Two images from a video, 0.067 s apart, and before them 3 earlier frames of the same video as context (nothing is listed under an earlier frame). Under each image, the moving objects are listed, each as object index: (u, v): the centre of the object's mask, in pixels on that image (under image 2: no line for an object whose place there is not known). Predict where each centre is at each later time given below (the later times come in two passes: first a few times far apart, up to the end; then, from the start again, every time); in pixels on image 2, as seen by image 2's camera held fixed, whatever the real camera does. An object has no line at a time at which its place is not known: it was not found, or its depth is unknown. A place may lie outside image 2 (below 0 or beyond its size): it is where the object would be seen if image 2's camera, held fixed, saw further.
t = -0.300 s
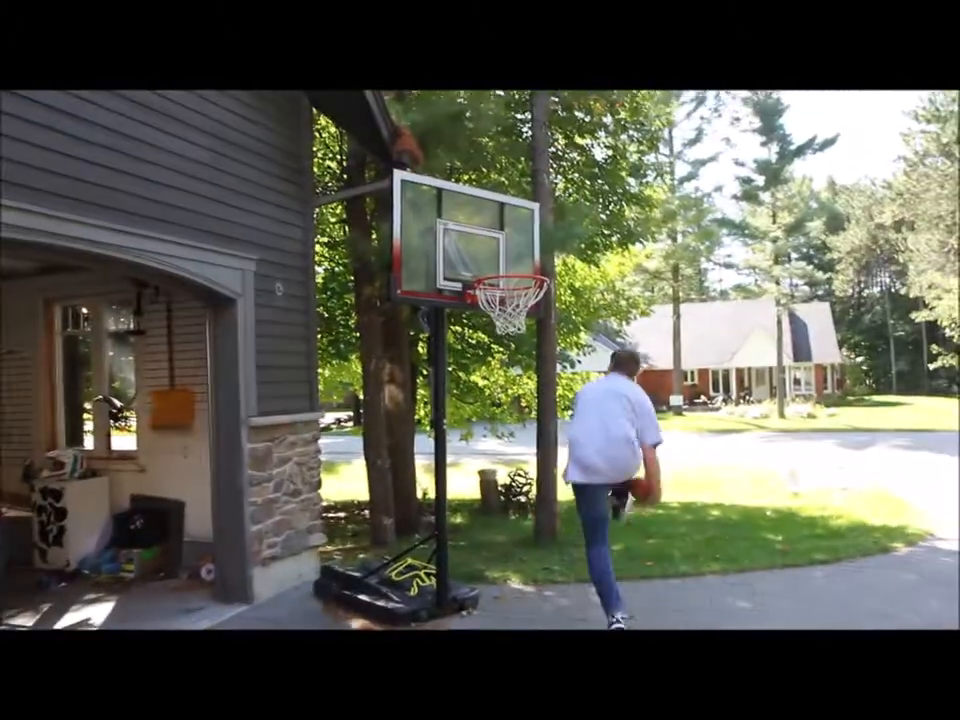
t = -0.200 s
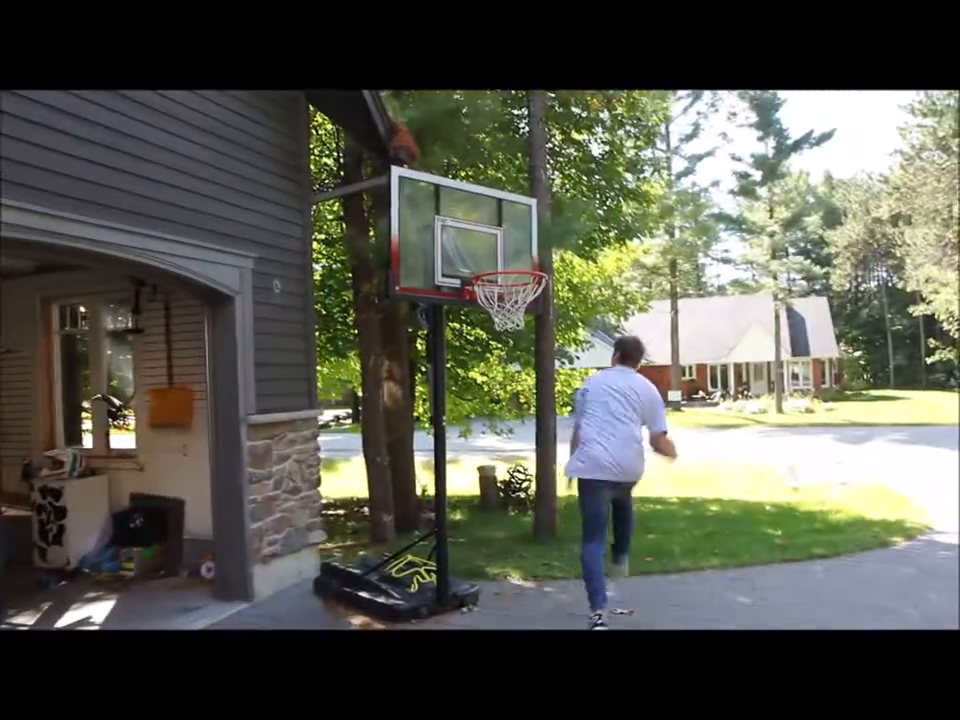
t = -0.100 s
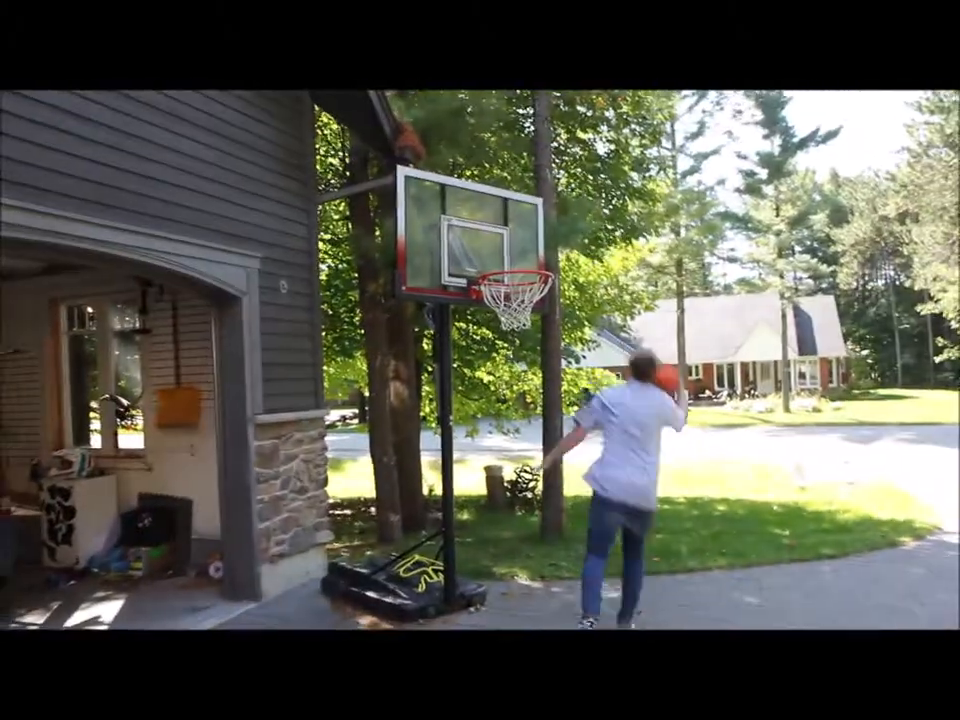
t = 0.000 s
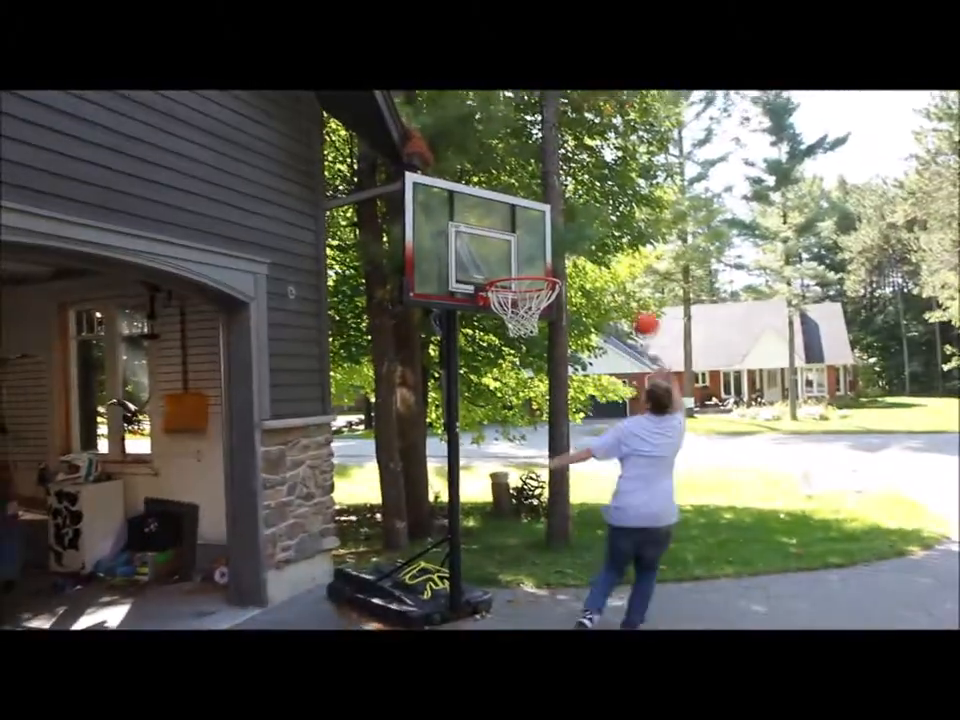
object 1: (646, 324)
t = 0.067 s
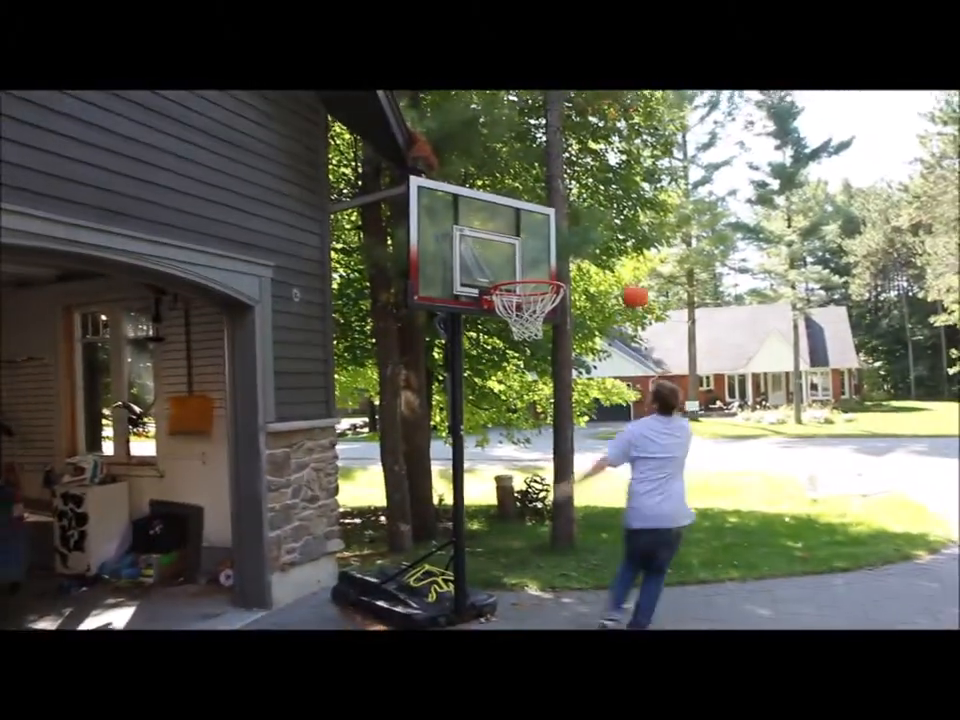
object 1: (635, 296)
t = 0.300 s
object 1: (584, 239)
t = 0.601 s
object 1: (545, 266)
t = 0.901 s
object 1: (569, 384)
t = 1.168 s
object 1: (602, 587)
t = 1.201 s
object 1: (605, 604)
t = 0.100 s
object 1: (627, 283)
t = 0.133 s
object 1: (619, 272)
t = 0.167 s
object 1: (612, 261)
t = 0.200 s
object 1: (604, 253)
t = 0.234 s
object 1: (599, 246)
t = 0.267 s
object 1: (591, 243)
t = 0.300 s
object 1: (584, 239)
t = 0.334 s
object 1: (578, 237)
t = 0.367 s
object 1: (571, 237)
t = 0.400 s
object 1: (564, 237)
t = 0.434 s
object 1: (558, 241)
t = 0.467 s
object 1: (551, 244)
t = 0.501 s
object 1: (544, 251)
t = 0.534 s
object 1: (543, 255)
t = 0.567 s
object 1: (544, 260)
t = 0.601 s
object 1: (545, 266)
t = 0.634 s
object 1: (546, 272)
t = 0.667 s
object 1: (548, 281)
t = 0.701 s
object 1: (547, 285)
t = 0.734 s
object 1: (557, 314)
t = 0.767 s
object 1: (558, 323)
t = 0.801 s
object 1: (559, 333)
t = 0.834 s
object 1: (563, 349)
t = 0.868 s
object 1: (566, 365)
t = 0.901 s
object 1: (569, 384)
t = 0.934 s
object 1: (575, 406)
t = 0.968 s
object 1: (580, 427)
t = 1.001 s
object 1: (584, 449)
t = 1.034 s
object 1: (587, 476)
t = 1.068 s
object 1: (591, 506)
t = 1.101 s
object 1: (596, 529)
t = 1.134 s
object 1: (598, 556)
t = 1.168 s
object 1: (602, 587)
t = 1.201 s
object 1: (605, 604)
